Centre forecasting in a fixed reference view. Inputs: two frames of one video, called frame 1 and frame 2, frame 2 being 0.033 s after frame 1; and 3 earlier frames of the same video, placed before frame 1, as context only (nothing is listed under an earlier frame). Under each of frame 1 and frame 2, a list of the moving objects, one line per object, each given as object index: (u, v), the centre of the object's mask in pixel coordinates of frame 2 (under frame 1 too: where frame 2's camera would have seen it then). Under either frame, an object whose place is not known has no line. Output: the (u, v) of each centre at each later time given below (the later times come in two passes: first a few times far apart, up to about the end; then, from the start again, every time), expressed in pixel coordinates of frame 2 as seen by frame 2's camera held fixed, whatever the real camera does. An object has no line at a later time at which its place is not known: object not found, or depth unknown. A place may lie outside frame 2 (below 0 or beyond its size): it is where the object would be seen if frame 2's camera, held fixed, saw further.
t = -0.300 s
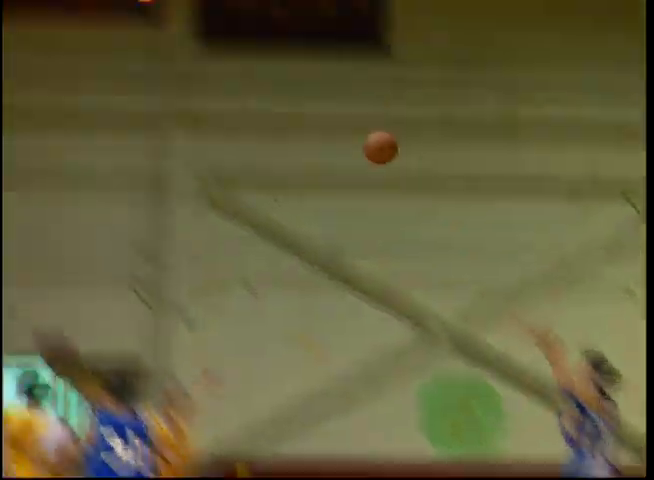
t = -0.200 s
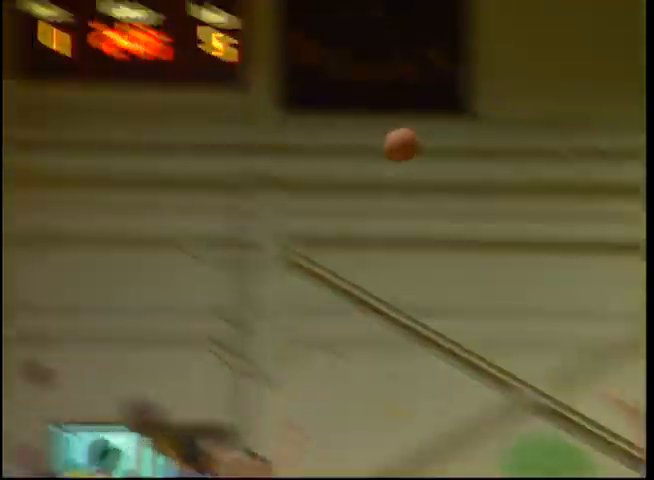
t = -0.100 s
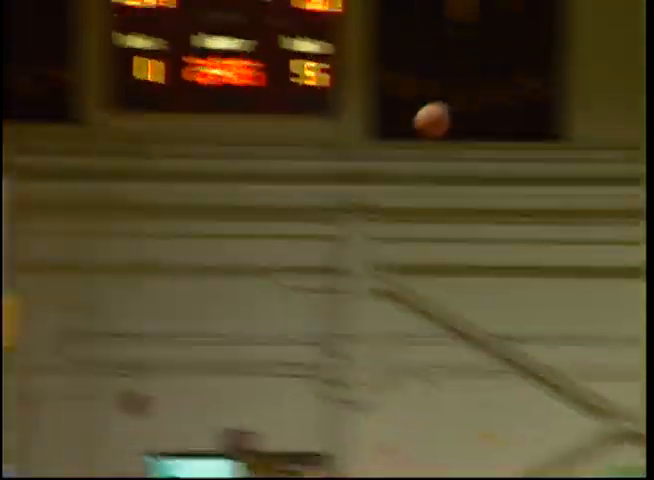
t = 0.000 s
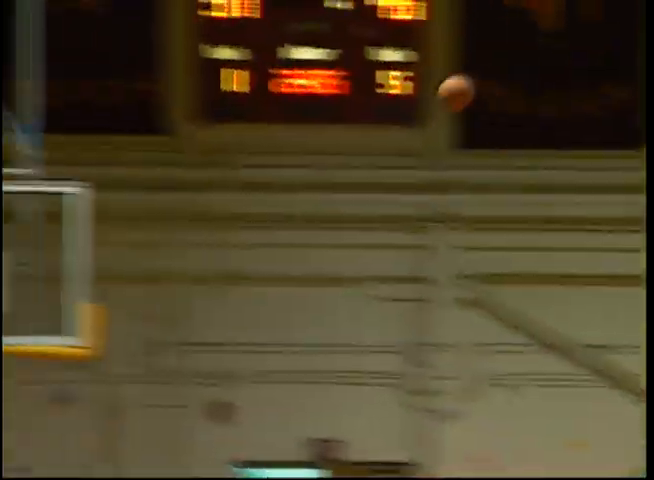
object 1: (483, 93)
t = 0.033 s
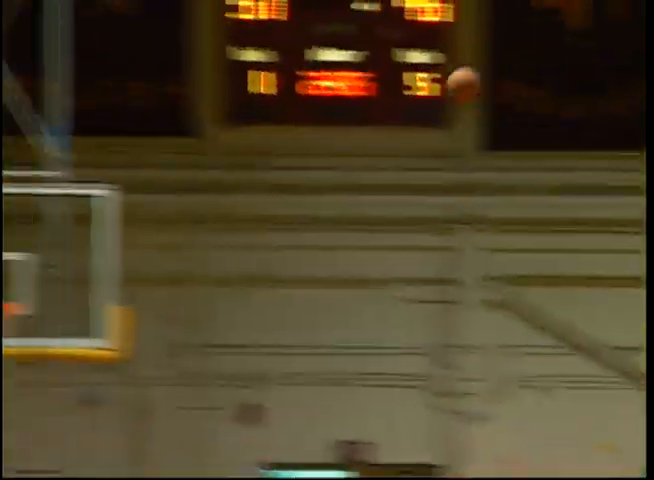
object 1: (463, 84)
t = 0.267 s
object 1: (329, 63)
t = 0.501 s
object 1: (199, 110)
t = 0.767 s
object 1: (46, 252)
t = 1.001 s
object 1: (-89, 288)
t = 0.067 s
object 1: (445, 76)
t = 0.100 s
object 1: (423, 72)
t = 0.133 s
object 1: (405, 66)
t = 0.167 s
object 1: (387, 63)
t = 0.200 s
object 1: (368, 62)
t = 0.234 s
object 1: (349, 61)
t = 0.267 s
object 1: (329, 63)
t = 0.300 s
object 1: (310, 65)
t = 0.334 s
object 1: (291, 69)
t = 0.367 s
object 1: (272, 76)
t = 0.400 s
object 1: (253, 82)
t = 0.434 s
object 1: (235, 90)
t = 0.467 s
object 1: (218, 98)
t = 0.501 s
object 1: (199, 110)
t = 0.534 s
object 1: (181, 121)
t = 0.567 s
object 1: (163, 134)
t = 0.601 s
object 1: (145, 149)
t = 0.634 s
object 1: (126, 166)
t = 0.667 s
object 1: (106, 185)
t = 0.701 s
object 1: (84, 207)
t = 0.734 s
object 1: (67, 229)
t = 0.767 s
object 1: (46, 252)
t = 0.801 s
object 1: (26, 279)
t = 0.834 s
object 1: (5, 289)
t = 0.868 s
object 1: (-12, 288)
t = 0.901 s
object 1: (-32, 285)
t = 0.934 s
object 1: (-50, 288)
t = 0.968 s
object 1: (-72, 288)
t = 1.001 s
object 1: (-89, 288)
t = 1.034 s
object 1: (-106, 290)
